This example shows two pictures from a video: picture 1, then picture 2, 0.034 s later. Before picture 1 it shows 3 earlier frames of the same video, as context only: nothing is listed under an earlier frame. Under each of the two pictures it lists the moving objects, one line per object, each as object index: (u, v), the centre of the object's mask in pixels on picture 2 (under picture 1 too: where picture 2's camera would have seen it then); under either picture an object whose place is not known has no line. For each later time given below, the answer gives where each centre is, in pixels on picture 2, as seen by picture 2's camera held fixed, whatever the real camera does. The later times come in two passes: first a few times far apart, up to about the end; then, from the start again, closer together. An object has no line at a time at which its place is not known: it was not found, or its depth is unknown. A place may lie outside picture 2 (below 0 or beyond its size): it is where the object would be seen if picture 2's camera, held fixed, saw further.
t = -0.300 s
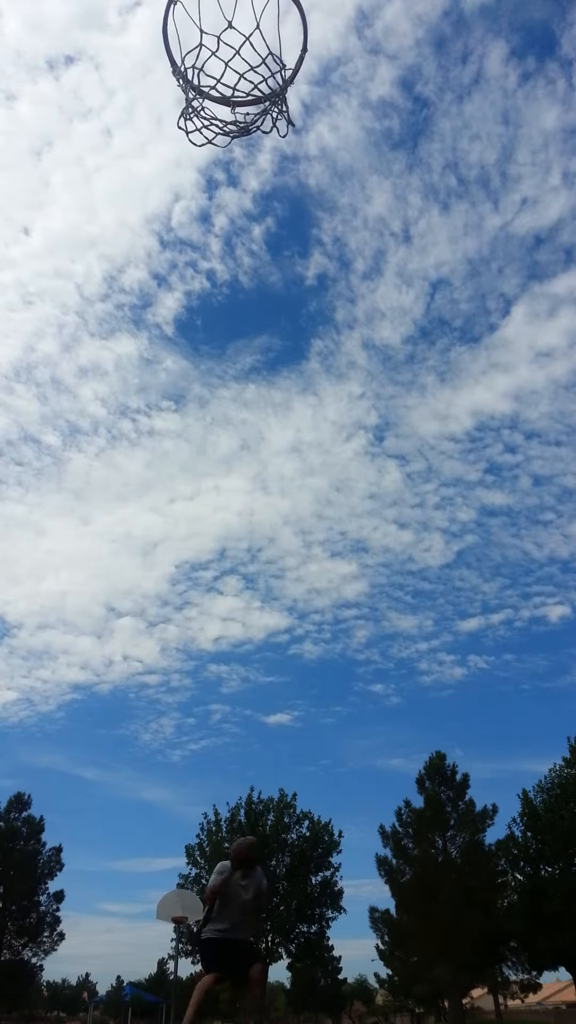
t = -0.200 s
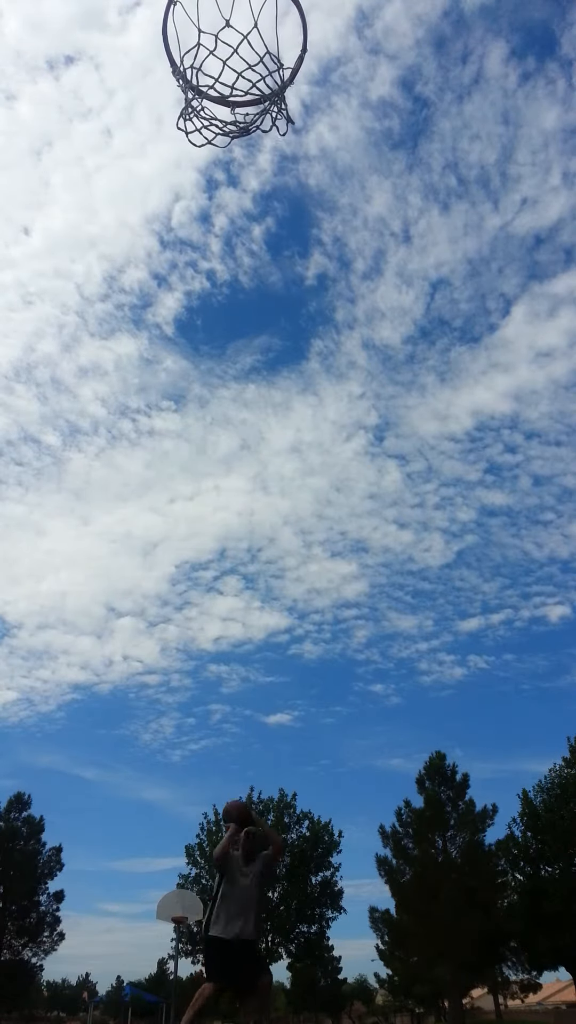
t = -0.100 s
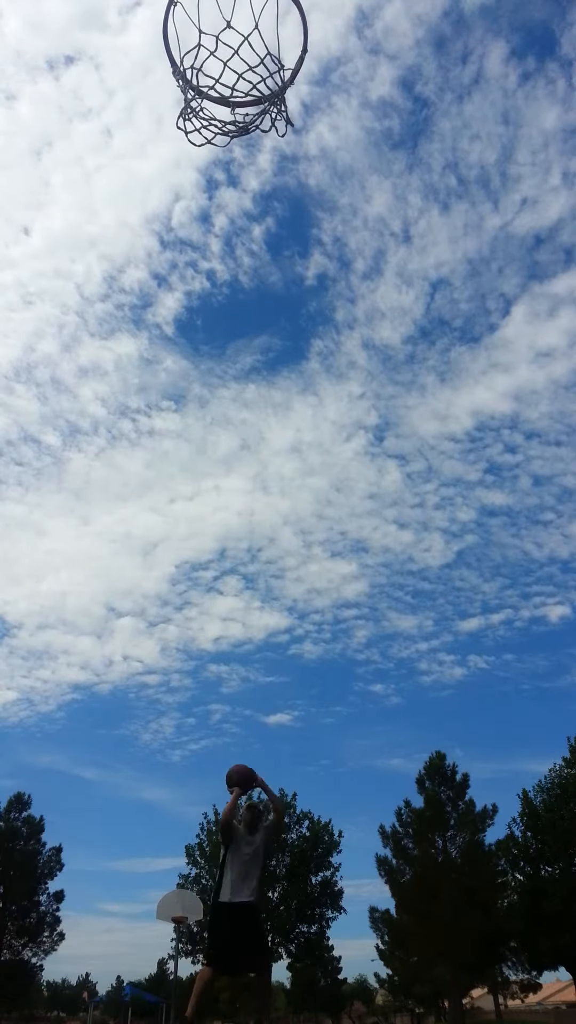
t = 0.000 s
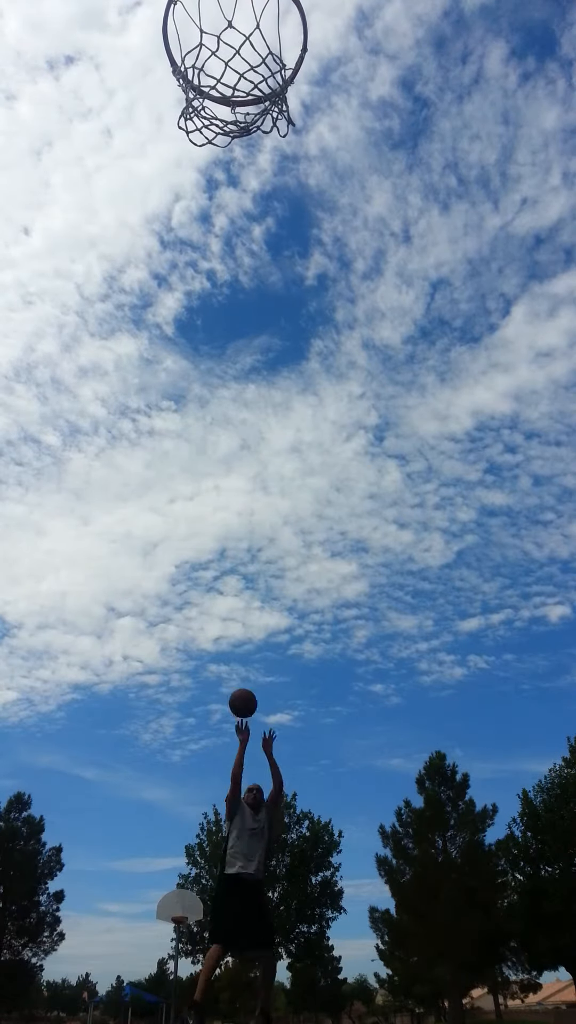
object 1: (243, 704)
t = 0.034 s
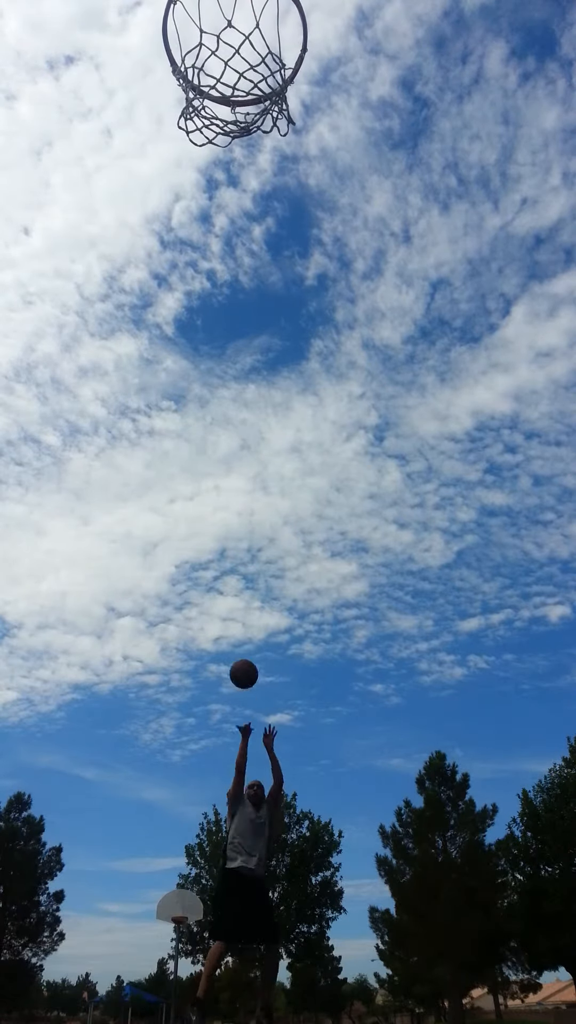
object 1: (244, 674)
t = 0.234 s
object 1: (247, 518)
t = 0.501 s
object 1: (250, 343)
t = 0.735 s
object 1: (252, 209)
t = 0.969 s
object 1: (254, 72)
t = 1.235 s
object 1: (229, 27)
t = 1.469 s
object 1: (285, 17)
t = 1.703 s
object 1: (334, 48)
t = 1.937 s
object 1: (385, 163)
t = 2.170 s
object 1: (452, 383)
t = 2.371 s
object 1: (543, 732)
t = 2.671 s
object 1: (524, 679)
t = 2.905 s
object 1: (470, 512)
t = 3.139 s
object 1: (443, 486)
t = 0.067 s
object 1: (244, 646)
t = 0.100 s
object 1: (245, 618)
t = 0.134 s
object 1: (245, 592)
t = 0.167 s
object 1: (246, 566)
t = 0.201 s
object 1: (246, 542)
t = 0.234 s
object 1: (247, 518)
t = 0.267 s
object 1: (248, 494)
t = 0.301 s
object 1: (248, 471)
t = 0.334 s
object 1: (248, 448)
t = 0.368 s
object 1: (249, 426)
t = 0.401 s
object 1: (249, 406)
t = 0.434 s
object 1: (249, 384)
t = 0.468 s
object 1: (250, 363)
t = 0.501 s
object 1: (250, 343)
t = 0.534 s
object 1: (250, 323)
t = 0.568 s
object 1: (251, 304)
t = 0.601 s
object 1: (251, 284)
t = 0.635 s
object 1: (251, 265)
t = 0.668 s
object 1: (251, 245)
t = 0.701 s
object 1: (252, 227)
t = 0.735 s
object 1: (252, 209)
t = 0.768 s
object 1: (252, 189)
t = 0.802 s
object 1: (252, 170)
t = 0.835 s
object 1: (253, 151)
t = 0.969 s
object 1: (254, 72)
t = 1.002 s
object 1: (255, 51)
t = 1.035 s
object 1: (255, 31)
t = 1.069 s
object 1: (257, 20)
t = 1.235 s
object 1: (229, 27)
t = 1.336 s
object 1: (255, 21)
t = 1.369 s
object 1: (266, 15)
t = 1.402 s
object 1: (272, 16)
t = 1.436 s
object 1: (278, 18)
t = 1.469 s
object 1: (285, 17)
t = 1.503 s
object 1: (293, 17)
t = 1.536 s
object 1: (299, 23)
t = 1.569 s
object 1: (306, 26)
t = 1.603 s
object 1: (313, 27)
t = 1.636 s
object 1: (321, 33)
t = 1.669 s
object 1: (328, 39)
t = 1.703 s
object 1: (334, 48)
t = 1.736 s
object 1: (340, 66)
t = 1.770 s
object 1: (347, 79)
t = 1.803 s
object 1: (354, 89)
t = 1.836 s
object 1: (362, 104)
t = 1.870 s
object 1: (369, 125)
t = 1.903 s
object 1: (377, 143)
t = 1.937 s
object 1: (385, 163)
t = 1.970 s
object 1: (393, 187)
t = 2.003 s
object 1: (401, 213)
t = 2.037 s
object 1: (409, 243)
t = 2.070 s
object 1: (419, 273)
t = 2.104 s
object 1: (429, 305)
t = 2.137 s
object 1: (441, 341)
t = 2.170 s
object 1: (452, 383)
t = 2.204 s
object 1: (464, 427)
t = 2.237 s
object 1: (477, 474)
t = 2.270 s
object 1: (491, 528)
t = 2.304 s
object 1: (507, 590)
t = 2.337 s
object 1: (525, 657)
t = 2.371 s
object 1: (543, 732)
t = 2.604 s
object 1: (547, 772)
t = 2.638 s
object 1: (537, 722)
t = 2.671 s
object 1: (524, 679)
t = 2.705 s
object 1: (514, 641)
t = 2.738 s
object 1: (504, 609)
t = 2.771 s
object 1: (495, 583)
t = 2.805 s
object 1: (488, 560)
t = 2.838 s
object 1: (481, 541)
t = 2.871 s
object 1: (475, 525)
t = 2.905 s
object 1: (470, 512)
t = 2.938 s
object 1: (465, 501)
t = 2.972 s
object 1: (460, 495)
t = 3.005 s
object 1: (456, 488)
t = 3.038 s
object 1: (452, 484)
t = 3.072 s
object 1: (449, 484)
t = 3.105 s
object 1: (446, 485)
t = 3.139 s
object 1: (443, 486)
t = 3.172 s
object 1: (440, 491)
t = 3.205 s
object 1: (438, 498)
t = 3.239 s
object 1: (436, 506)
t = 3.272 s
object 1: (434, 516)
